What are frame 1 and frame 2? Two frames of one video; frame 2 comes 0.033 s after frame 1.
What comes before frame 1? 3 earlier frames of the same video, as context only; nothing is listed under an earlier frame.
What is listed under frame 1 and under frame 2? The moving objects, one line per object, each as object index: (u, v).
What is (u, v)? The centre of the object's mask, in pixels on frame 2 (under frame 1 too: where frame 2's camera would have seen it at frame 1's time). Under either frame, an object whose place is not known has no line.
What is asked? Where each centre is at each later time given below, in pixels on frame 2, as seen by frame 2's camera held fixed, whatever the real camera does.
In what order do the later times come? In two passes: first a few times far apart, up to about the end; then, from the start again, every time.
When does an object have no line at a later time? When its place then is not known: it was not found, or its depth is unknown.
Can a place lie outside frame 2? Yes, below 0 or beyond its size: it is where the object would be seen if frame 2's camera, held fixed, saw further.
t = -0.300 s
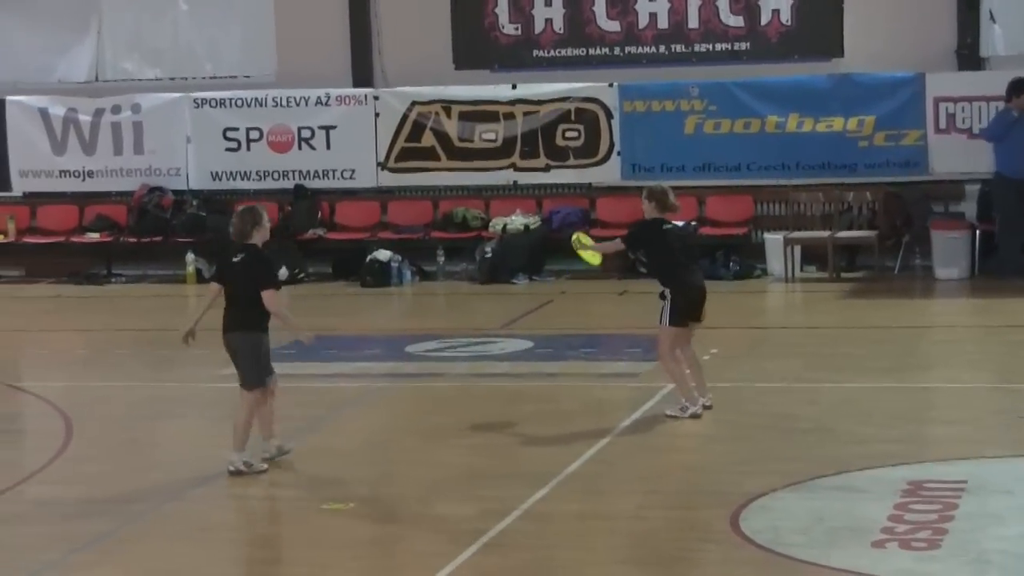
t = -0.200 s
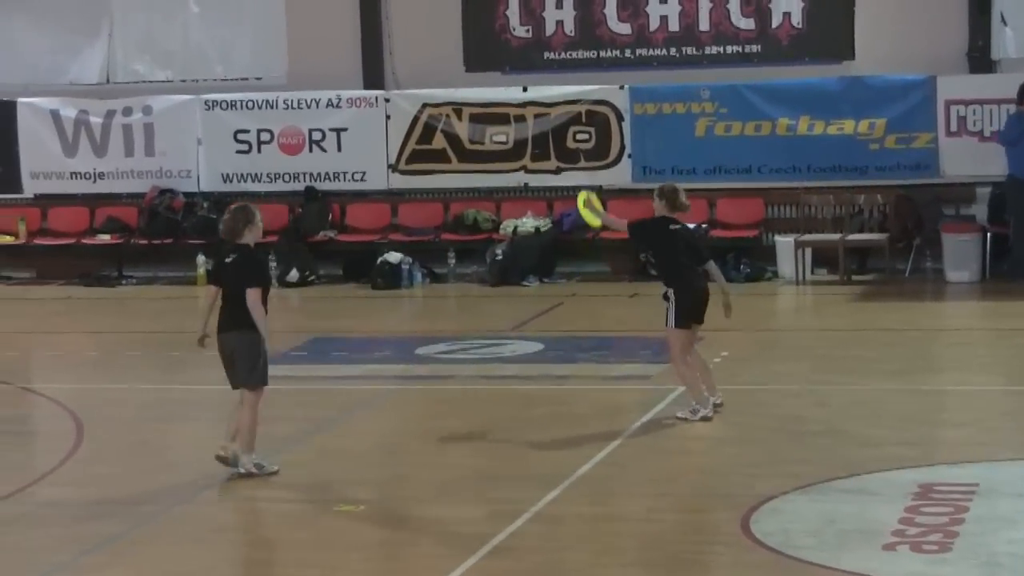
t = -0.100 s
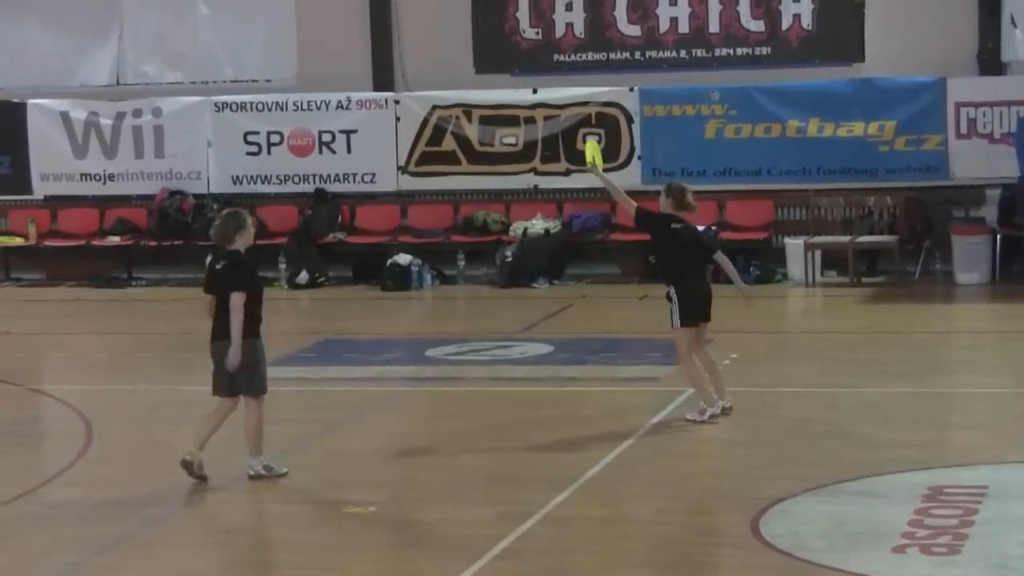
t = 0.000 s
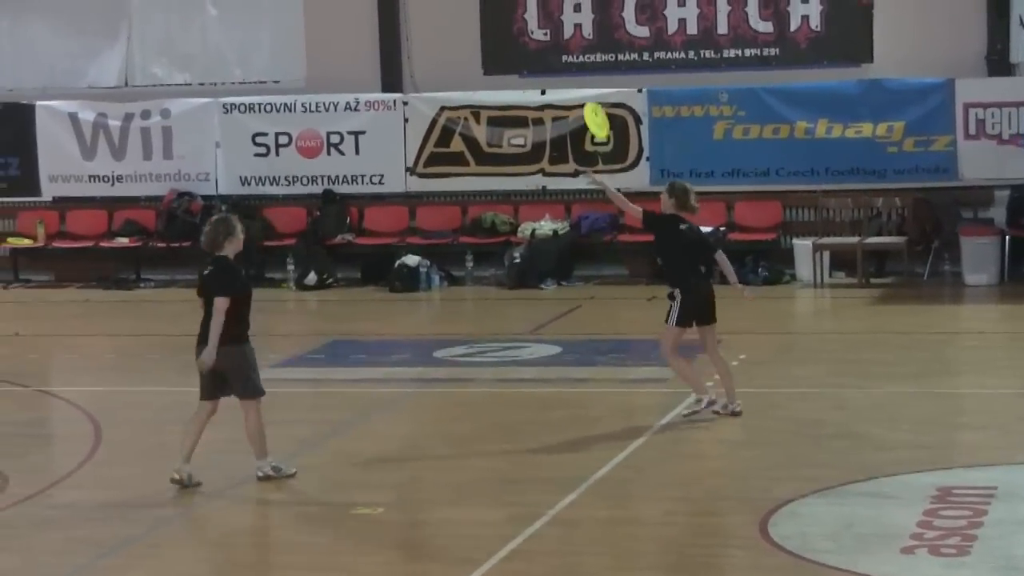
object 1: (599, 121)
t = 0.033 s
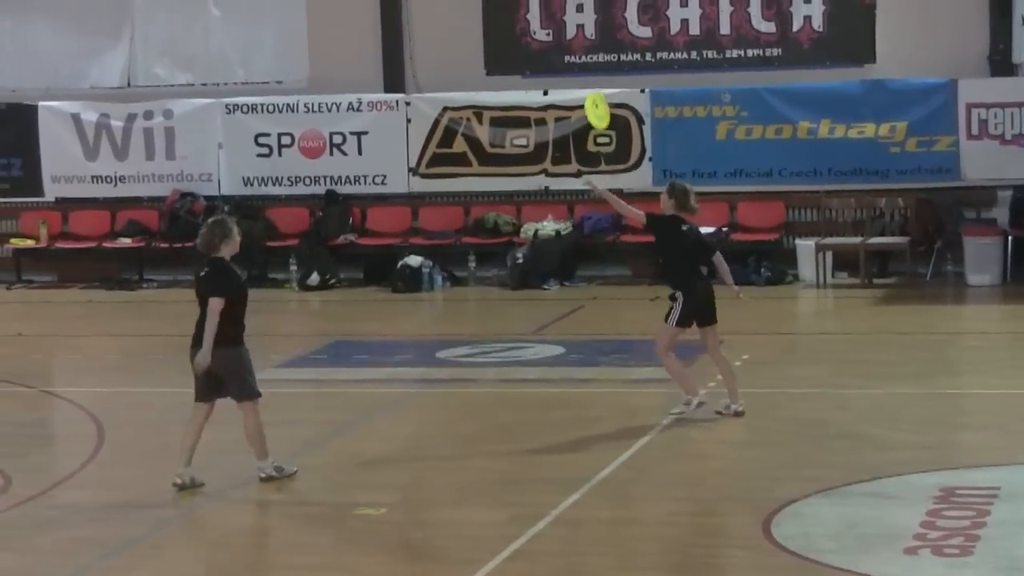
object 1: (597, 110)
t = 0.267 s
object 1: (587, 85)
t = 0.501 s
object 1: (583, 138)
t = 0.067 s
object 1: (596, 102)
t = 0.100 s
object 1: (594, 95)
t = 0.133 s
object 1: (592, 90)
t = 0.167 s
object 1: (591, 86)
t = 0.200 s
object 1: (590, 85)
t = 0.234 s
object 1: (588, 84)
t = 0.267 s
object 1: (587, 85)
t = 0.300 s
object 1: (586, 87)
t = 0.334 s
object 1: (585, 91)
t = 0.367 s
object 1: (584, 98)
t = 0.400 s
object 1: (584, 106)
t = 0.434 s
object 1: (583, 115)
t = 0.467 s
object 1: (583, 126)
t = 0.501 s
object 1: (583, 138)
